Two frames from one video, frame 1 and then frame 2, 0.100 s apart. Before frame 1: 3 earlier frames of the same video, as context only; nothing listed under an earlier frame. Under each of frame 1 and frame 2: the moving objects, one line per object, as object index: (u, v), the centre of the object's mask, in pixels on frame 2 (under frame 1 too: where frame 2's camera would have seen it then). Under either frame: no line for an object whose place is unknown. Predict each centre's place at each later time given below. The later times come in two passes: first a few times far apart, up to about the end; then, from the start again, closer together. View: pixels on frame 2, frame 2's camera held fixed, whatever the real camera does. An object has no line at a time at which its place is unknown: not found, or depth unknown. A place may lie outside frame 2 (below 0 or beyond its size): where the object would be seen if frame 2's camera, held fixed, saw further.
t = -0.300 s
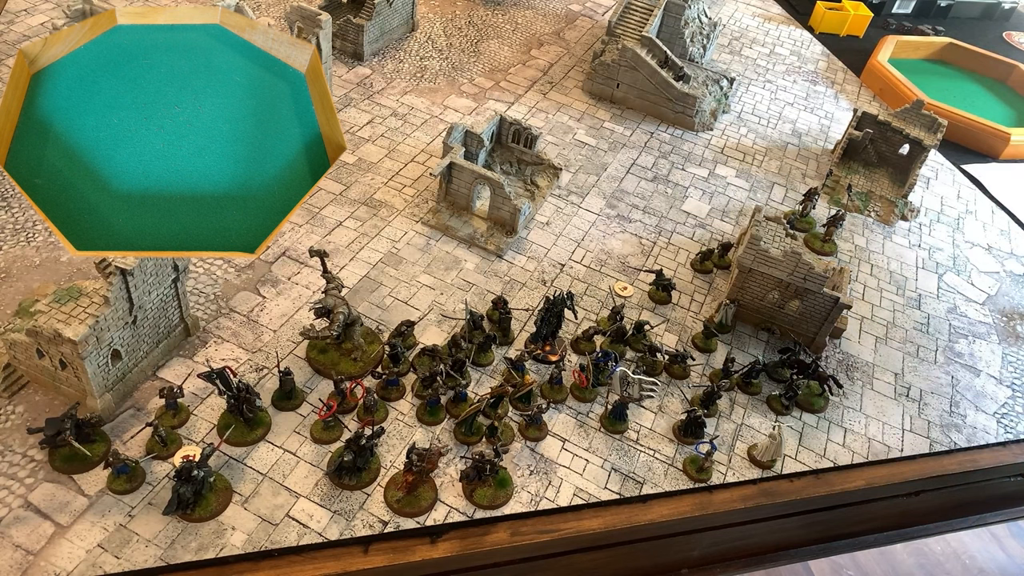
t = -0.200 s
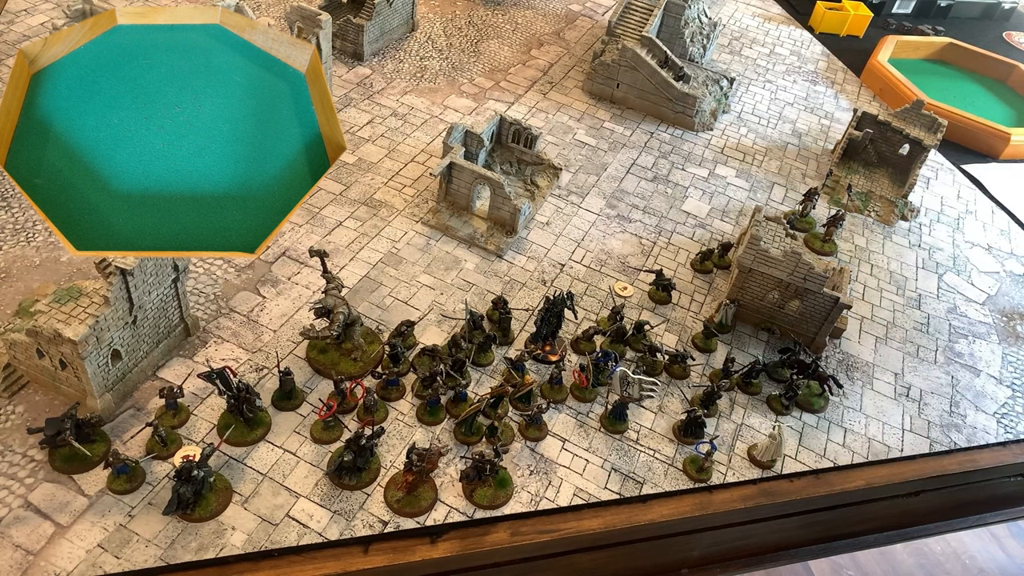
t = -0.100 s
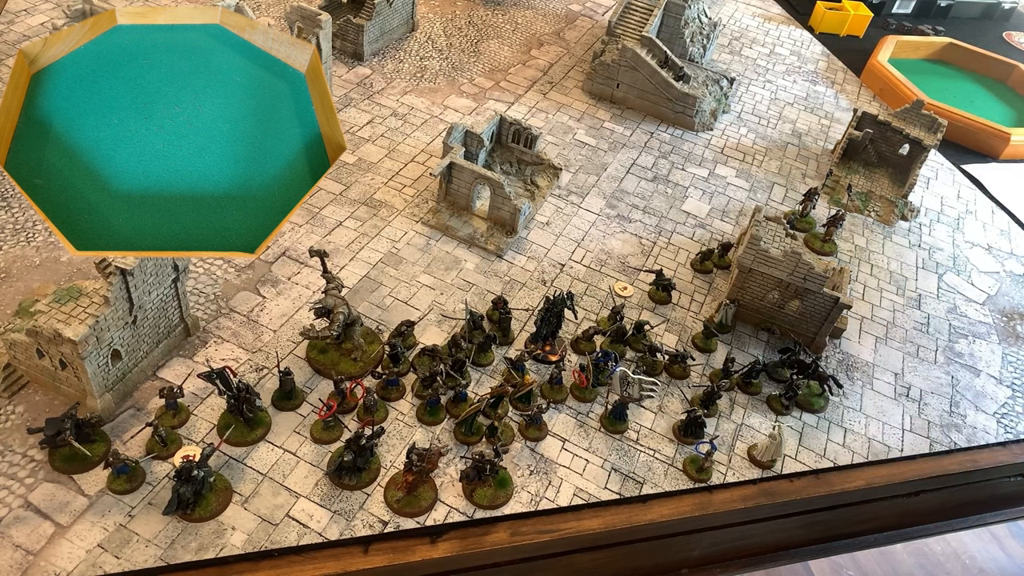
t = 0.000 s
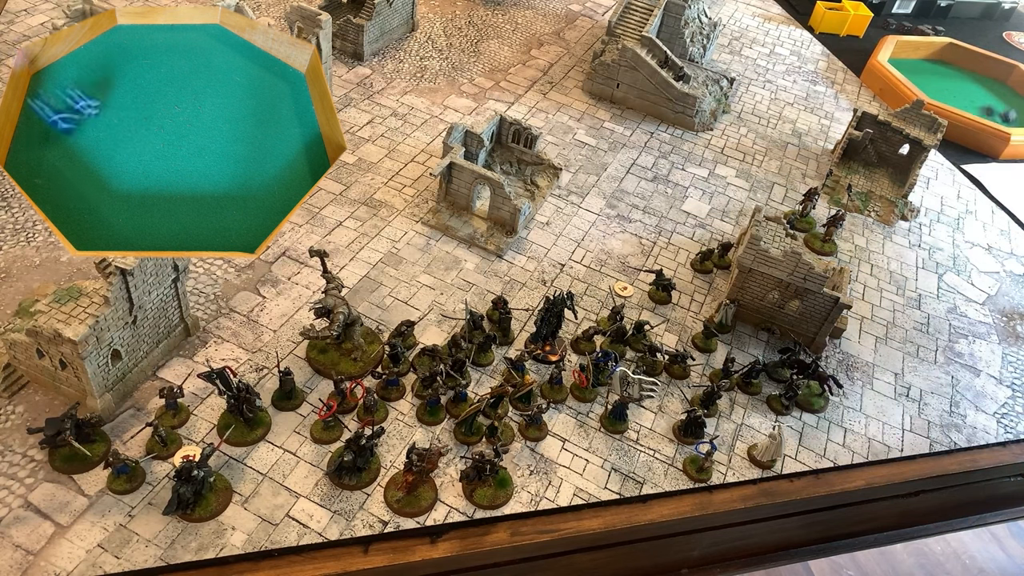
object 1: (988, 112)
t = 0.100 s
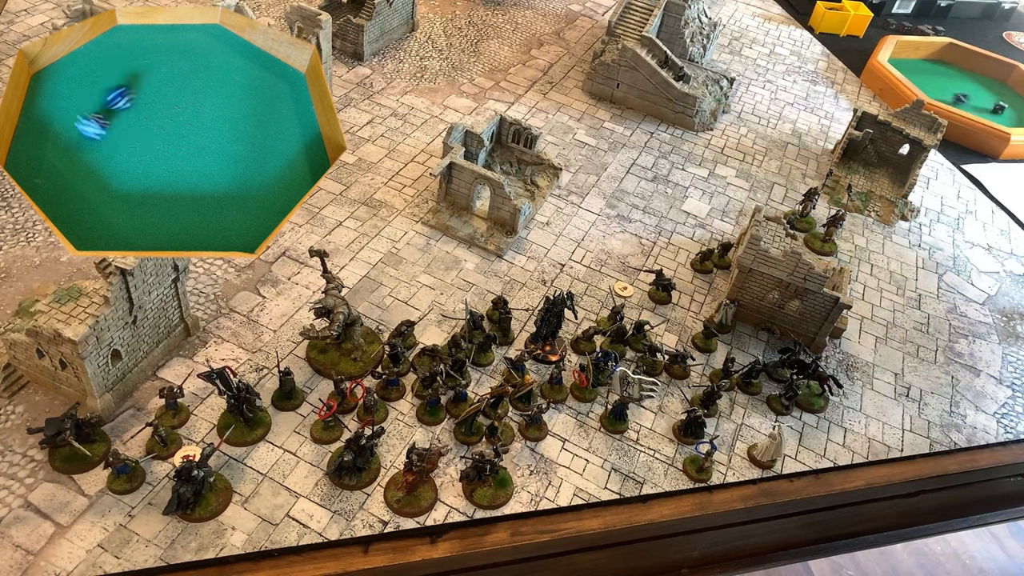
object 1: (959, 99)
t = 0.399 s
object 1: (944, 92)
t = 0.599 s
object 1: (944, 92)
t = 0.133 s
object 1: (952, 96)
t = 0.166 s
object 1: (949, 94)
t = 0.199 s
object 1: (944, 92)
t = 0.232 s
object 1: (944, 92)
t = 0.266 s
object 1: (944, 92)
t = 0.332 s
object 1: (944, 92)
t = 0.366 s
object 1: (944, 91)
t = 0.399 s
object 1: (944, 92)
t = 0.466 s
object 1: (944, 91)
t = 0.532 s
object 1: (944, 91)
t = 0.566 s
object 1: (944, 91)
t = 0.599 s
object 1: (944, 92)
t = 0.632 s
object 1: (944, 92)
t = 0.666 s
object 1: (944, 91)
